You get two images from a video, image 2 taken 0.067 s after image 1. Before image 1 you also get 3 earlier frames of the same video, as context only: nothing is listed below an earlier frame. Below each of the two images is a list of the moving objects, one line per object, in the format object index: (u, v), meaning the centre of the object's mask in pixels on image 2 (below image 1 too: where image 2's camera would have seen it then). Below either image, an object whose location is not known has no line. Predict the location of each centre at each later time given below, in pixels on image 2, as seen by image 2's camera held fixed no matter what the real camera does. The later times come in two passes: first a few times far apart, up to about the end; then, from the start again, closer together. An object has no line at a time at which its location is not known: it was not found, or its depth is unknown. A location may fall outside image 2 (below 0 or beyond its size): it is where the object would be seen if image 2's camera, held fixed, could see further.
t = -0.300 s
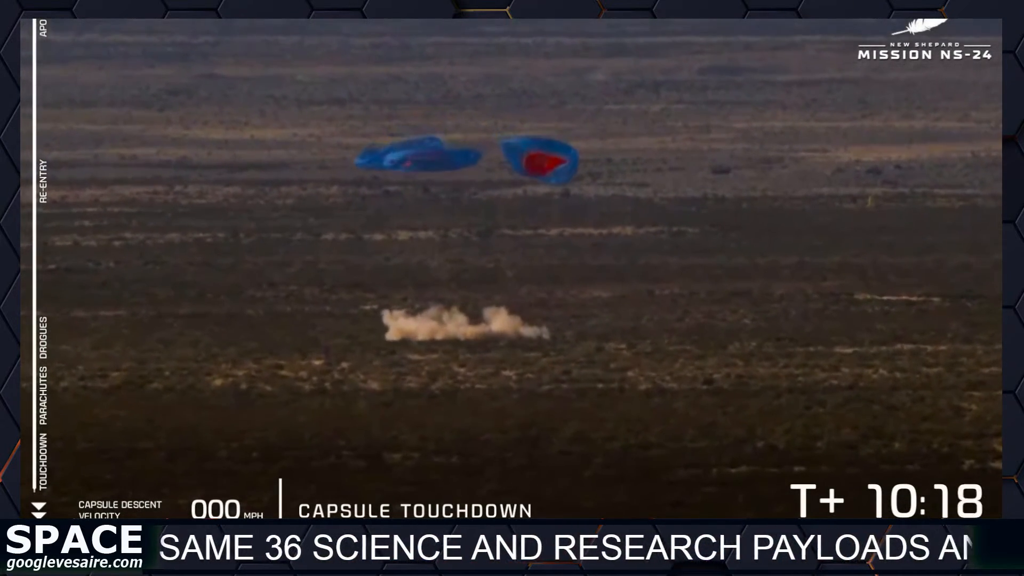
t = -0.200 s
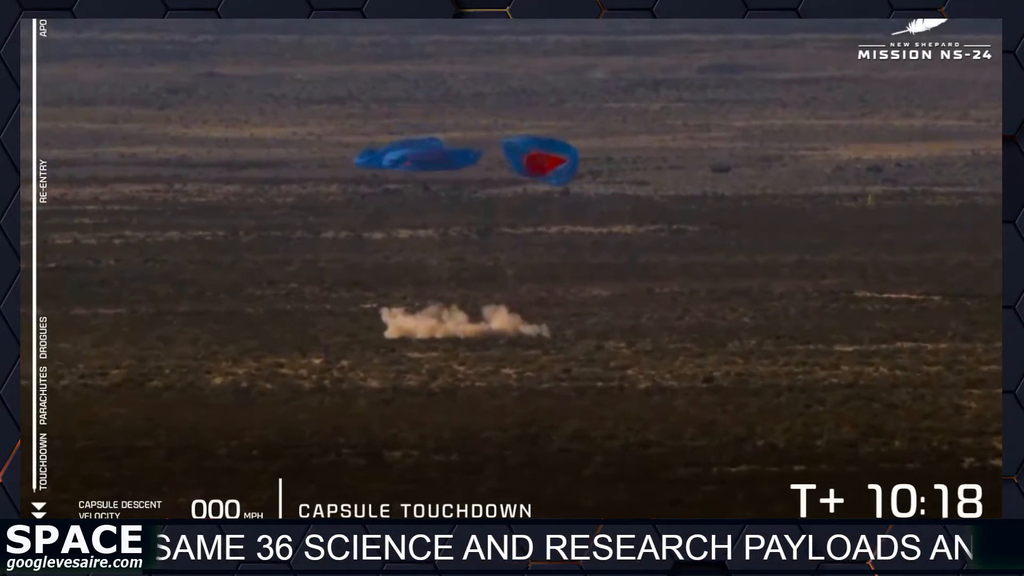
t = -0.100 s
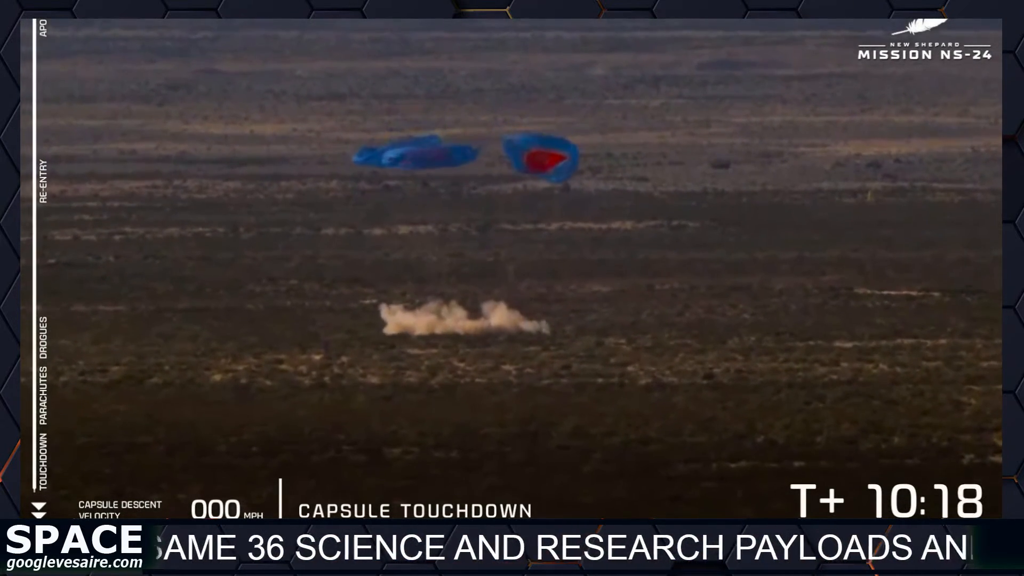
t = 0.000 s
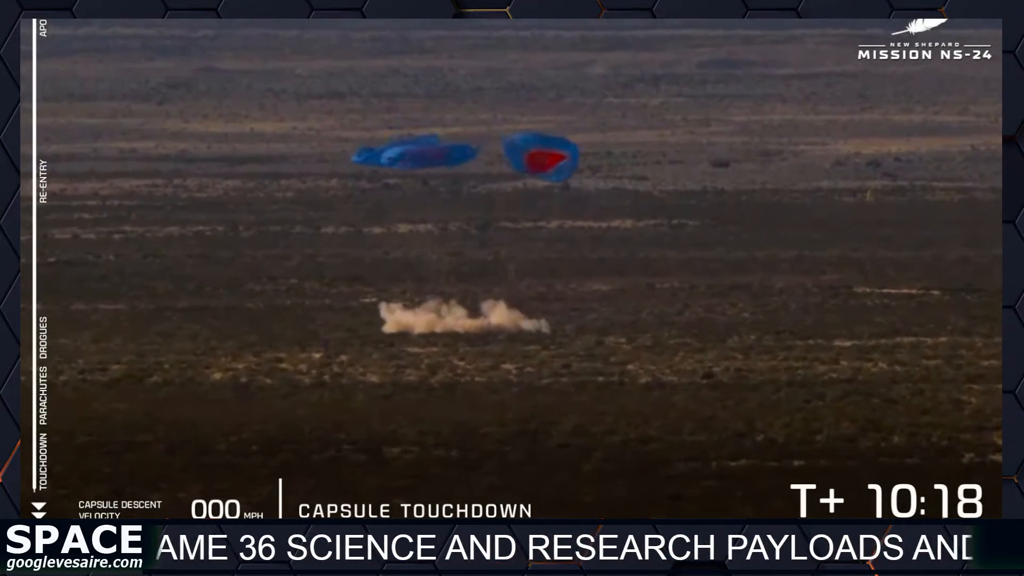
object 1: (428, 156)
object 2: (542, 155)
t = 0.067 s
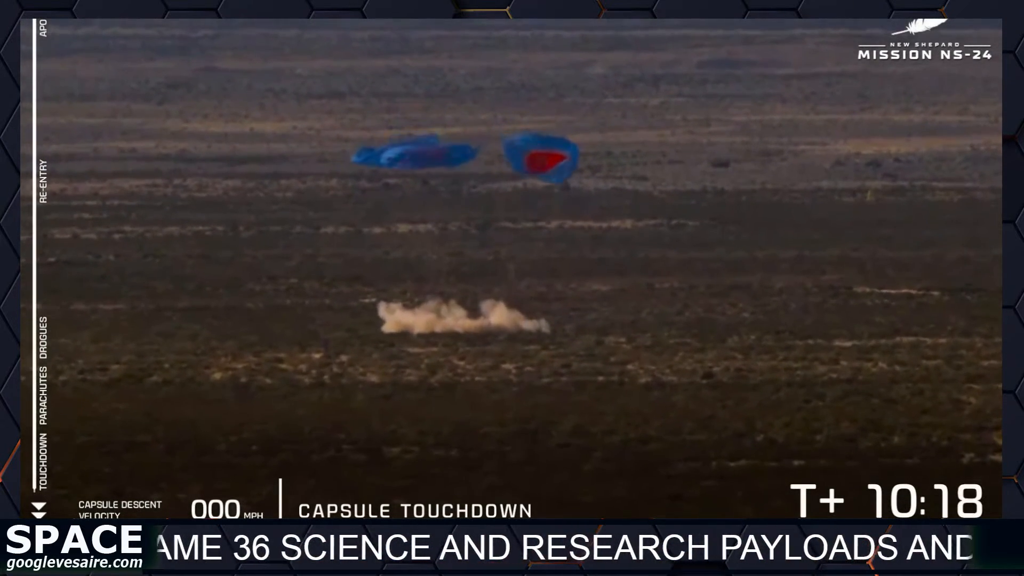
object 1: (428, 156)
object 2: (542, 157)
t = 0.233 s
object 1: (427, 156)
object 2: (542, 159)
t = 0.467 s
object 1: (426, 159)
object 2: (543, 162)
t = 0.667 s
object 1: (424, 162)
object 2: (544, 164)
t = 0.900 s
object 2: (544, 167)
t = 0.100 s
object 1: (428, 157)
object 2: (542, 157)
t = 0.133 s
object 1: (428, 157)
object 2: (542, 157)
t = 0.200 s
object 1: (427, 156)
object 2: (542, 159)
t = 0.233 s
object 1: (427, 156)
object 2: (542, 159)
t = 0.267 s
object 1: (427, 157)
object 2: (543, 160)
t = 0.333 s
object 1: (427, 157)
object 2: (543, 160)
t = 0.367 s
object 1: (427, 158)
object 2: (543, 161)
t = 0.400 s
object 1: (426, 159)
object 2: (544, 161)
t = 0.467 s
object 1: (426, 159)
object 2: (543, 162)
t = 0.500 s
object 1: (425, 160)
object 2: (544, 163)
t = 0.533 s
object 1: (425, 161)
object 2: (544, 163)
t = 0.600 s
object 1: (424, 162)
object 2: (544, 164)
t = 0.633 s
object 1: (425, 161)
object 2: (544, 164)
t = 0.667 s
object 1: (424, 162)
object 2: (544, 164)
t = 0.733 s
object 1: (423, 163)
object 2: (544, 165)
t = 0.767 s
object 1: (423, 163)
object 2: (544, 165)
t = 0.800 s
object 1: (423, 163)
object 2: (544, 166)
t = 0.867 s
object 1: (423, 163)
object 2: (544, 167)
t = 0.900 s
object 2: (544, 167)
